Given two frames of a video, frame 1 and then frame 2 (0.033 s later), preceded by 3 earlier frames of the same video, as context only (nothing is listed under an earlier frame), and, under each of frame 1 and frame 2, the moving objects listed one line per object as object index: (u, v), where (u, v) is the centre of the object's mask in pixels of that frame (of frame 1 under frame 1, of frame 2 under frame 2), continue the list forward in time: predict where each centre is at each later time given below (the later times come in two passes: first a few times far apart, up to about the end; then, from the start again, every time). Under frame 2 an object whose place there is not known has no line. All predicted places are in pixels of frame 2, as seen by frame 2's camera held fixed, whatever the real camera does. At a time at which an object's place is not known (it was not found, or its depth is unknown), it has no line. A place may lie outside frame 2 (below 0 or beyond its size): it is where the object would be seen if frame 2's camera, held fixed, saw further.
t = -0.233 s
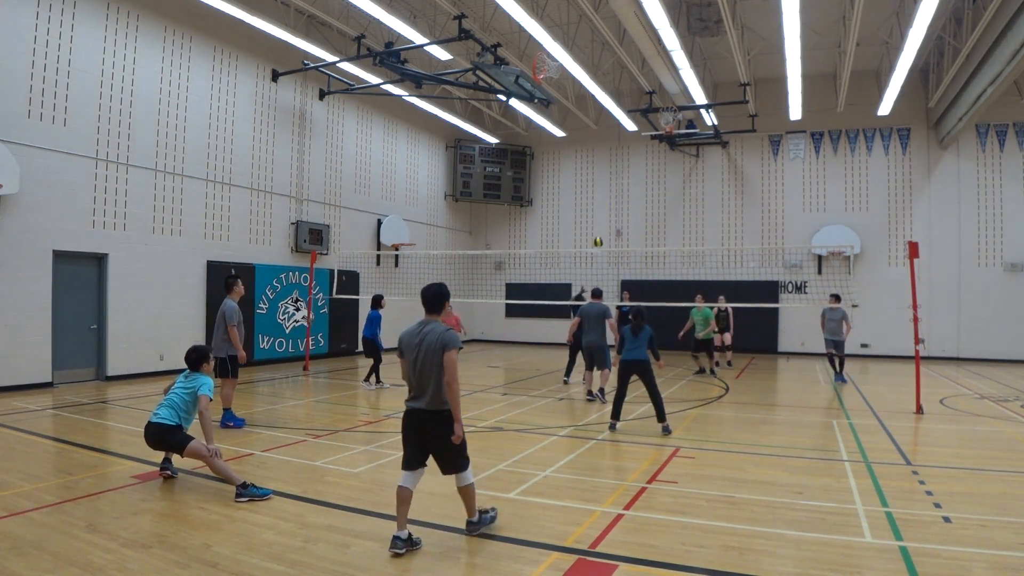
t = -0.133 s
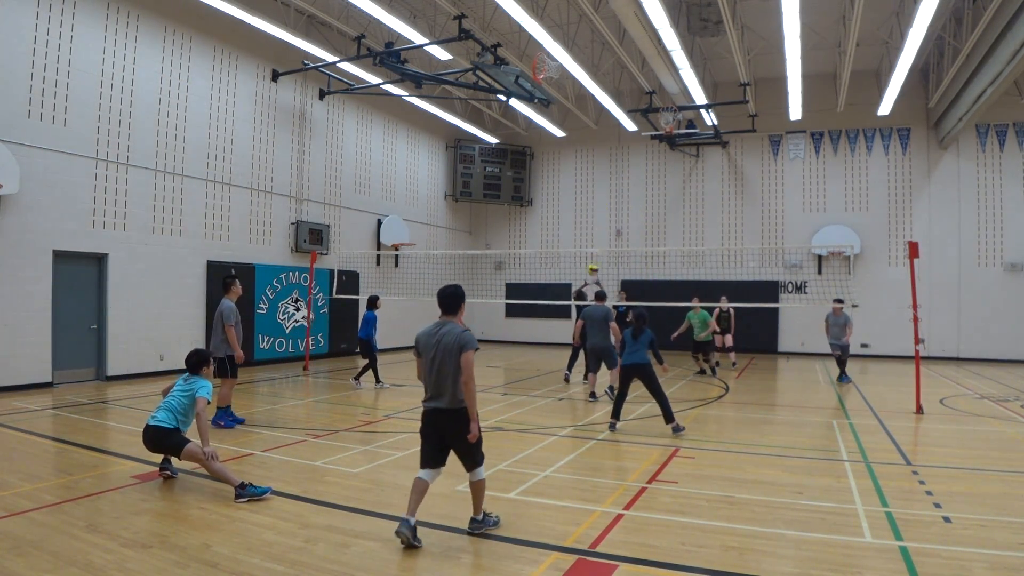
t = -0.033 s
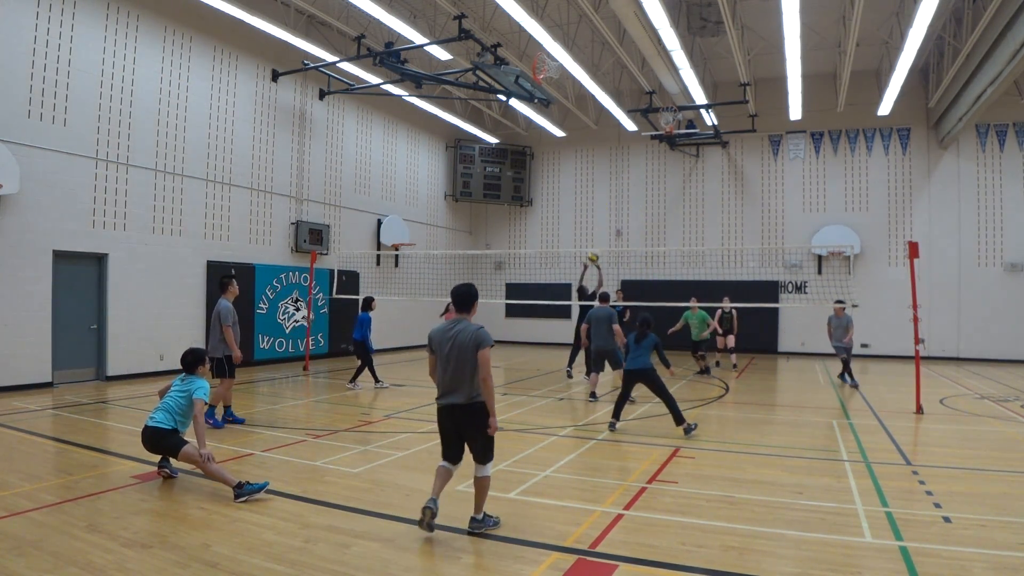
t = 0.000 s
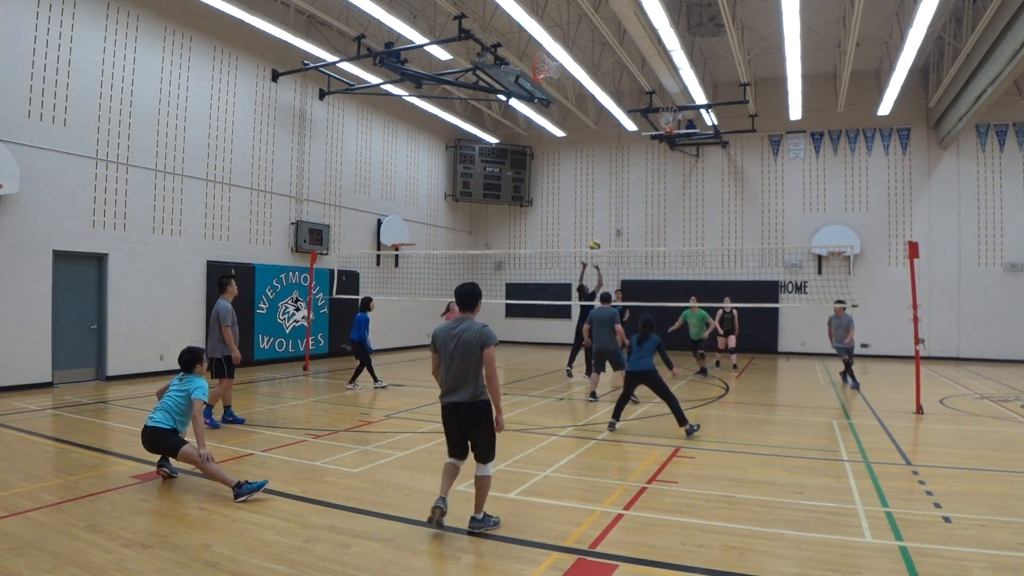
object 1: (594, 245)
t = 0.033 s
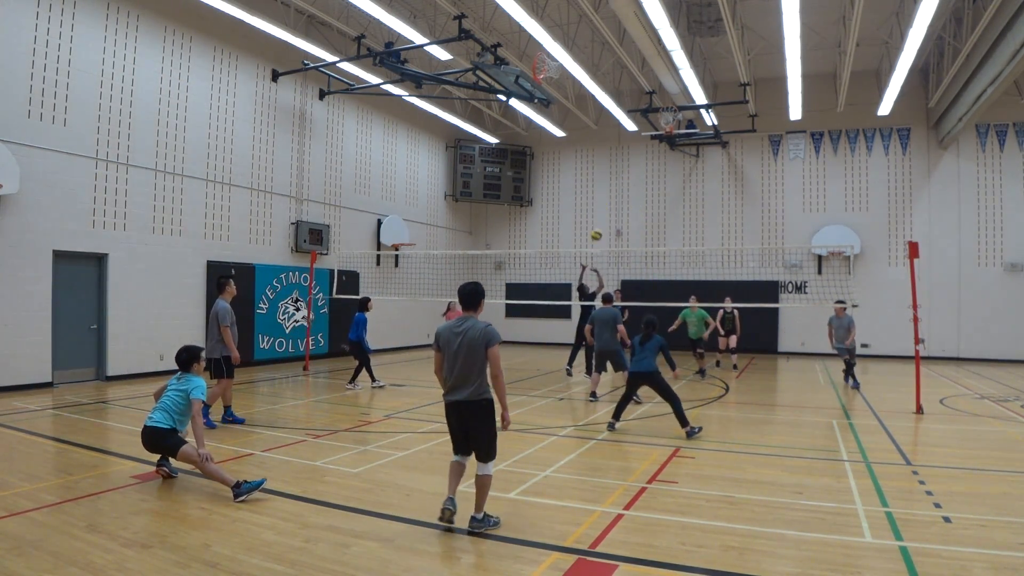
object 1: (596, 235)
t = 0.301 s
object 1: (609, 170)
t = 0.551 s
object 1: (620, 144)
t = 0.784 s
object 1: (630, 148)
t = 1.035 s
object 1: (642, 186)
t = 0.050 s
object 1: (597, 229)
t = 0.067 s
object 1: (598, 224)
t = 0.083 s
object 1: (598, 219)
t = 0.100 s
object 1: (599, 215)
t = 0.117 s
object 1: (600, 210)
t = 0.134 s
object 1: (601, 206)
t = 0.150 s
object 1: (602, 202)
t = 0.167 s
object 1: (602, 197)
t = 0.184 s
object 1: (603, 194)
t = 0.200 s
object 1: (604, 190)
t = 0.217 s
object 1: (605, 186)
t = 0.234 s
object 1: (605, 183)
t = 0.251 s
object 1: (606, 179)
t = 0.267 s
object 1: (607, 176)
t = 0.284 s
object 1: (608, 173)
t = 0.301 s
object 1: (609, 170)
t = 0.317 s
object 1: (609, 167)
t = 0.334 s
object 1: (610, 165)
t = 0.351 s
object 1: (611, 162)
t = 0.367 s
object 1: (612, 159)
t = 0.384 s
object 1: (613, 157)
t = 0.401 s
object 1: (613, 155)
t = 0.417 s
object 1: (614, 153)
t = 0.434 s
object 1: (615, 151)
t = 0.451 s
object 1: (616, 150)
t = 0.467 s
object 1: (616, 148)
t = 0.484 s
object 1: (617, 147)
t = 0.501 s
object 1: (618, 146)
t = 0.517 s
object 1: (618, 145)
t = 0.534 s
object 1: (619, 144)
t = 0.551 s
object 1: (620, 144)
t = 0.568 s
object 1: (621, 143)
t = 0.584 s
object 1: (622, 143)
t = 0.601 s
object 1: (622, 142)
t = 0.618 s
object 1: (623, 142)
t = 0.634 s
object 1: (624, 142)
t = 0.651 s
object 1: (625, 142)
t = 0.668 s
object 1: (625, 142)
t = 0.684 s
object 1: (626, 143)
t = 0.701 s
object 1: (627, 143)
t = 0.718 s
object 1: (627, 144)
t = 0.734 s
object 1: (628, 145)
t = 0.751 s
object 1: (629, 146)
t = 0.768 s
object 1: (629, 147)
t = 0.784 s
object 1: (630, 148)
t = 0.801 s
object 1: (630, 150)
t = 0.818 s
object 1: (631, 151)
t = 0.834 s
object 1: (632, 153)
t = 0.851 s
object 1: (633, 155)
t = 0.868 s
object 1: (634, 157)
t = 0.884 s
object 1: (634, 159)
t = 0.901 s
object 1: (635, 162)
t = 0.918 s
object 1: (636, 164)
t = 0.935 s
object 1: (637, 167)
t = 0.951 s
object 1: (638, 170)
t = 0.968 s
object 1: (639, 173)
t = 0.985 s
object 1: (640, 176)
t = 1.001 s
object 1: (641, 179)
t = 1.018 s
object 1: (641, 183)
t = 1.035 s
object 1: (642, 186)
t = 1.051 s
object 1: (643, 190)
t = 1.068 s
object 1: (644, 194)
